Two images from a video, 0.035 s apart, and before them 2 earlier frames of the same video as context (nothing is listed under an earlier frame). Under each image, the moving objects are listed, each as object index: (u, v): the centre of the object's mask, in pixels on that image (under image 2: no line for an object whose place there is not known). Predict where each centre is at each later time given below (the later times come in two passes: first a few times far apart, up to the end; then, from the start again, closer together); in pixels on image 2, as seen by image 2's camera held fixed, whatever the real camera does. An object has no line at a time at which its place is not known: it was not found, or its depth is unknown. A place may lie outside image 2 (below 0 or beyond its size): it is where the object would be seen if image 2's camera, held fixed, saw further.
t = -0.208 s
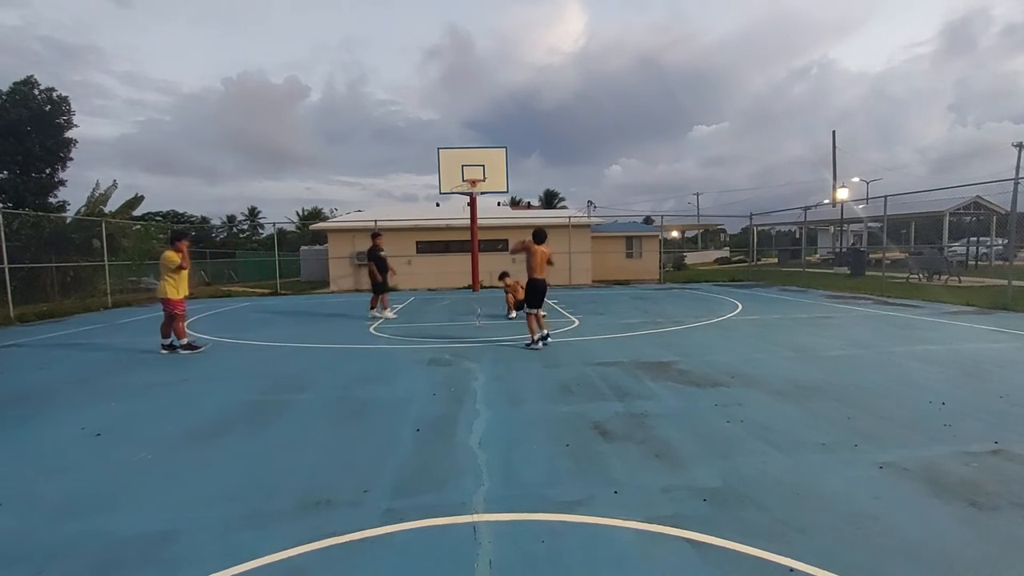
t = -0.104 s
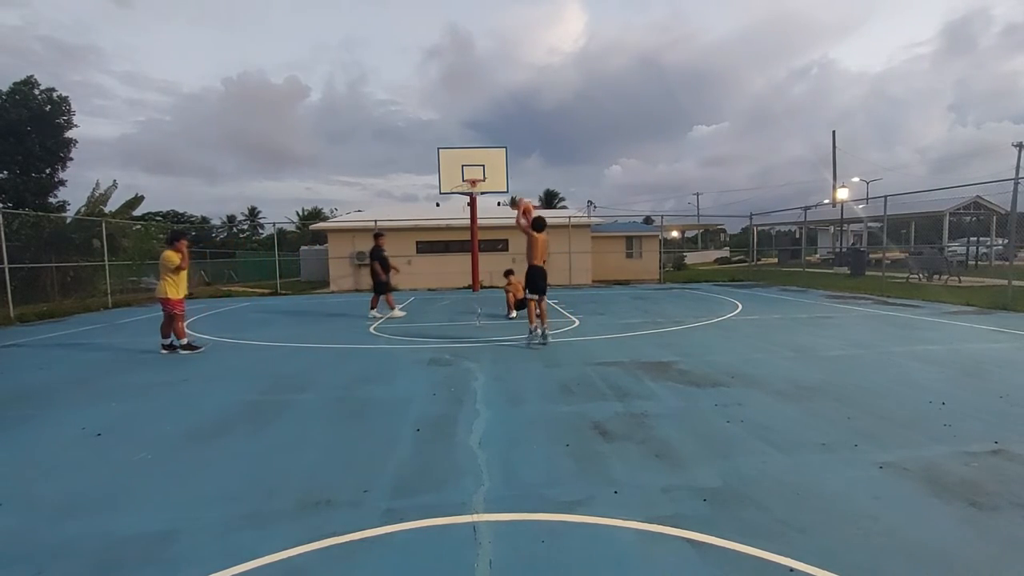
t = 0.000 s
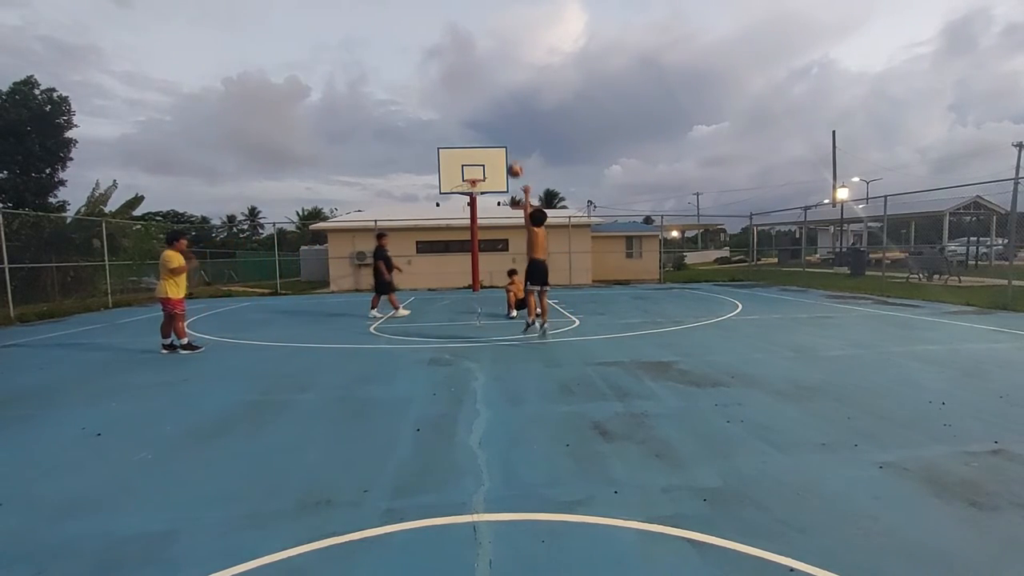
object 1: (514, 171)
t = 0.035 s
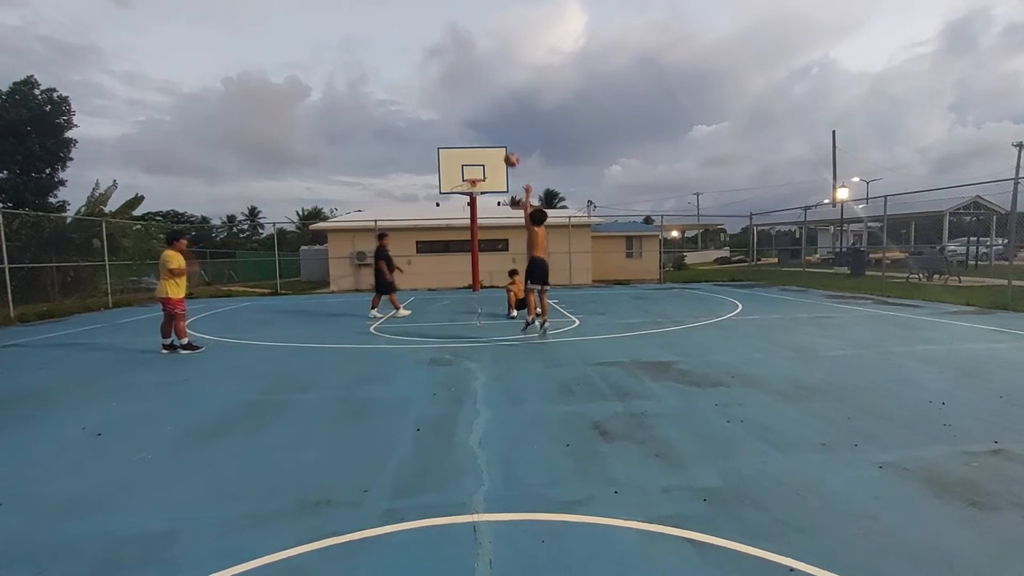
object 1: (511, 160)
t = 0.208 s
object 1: (497, 122)
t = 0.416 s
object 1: (485, 106)
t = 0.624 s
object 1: (473, 112)
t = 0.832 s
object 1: (467, 134)
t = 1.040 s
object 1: (461, 170)
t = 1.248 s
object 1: (445, 186)
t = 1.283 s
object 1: (442, 189)
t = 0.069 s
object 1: (508, 150)
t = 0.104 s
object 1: (504, 141)
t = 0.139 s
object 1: (502, 135)
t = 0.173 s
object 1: (500, 128)
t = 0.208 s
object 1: (497, 122)
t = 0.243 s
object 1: (494, 117)
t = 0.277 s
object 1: (492, 114)
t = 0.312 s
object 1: (490, 111)
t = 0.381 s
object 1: (486, 106)
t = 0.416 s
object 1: (485, 106)
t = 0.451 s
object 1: (482, 105)
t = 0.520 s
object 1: (477, 106)
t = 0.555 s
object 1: (476, 107)
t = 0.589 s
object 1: (474, 110)
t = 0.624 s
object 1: (473, 112)
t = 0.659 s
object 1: (471, 115)
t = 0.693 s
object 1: (470, 119)
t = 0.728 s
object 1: (469, 122)
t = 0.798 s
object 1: (467, 131)
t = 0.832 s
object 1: (467, 134)
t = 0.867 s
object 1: (466, 139)
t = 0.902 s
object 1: (464, 145)
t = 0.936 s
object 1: (464, 152)
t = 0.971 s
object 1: (462, 158)
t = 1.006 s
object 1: (462, 164)
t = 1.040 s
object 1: (461, 170)
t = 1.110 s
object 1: (458, 180)
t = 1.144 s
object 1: (454, 184)
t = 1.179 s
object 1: (452, 184)
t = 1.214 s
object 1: (448, 185)
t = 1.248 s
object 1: (445, 186)
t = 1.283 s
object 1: (442, 189)
